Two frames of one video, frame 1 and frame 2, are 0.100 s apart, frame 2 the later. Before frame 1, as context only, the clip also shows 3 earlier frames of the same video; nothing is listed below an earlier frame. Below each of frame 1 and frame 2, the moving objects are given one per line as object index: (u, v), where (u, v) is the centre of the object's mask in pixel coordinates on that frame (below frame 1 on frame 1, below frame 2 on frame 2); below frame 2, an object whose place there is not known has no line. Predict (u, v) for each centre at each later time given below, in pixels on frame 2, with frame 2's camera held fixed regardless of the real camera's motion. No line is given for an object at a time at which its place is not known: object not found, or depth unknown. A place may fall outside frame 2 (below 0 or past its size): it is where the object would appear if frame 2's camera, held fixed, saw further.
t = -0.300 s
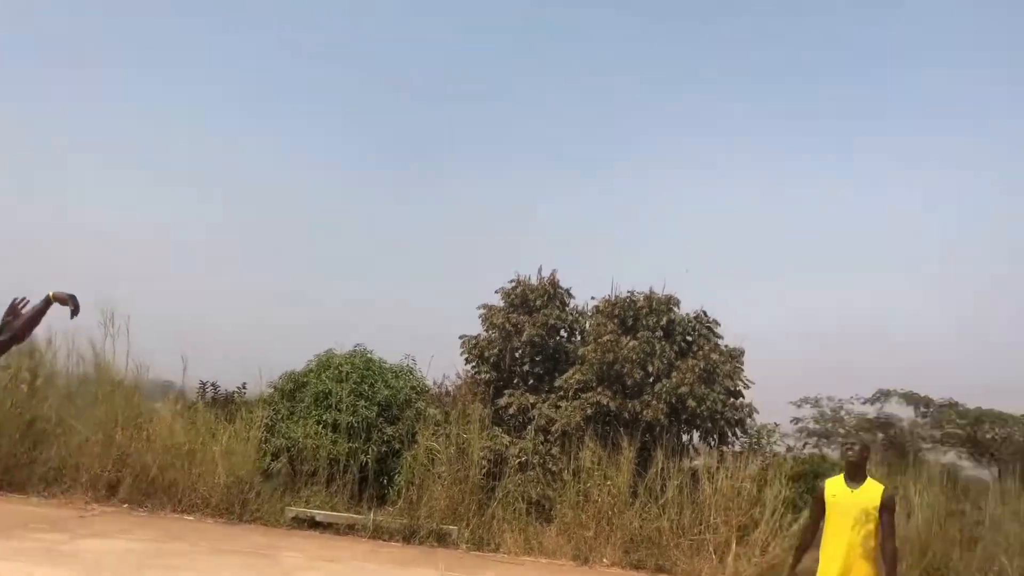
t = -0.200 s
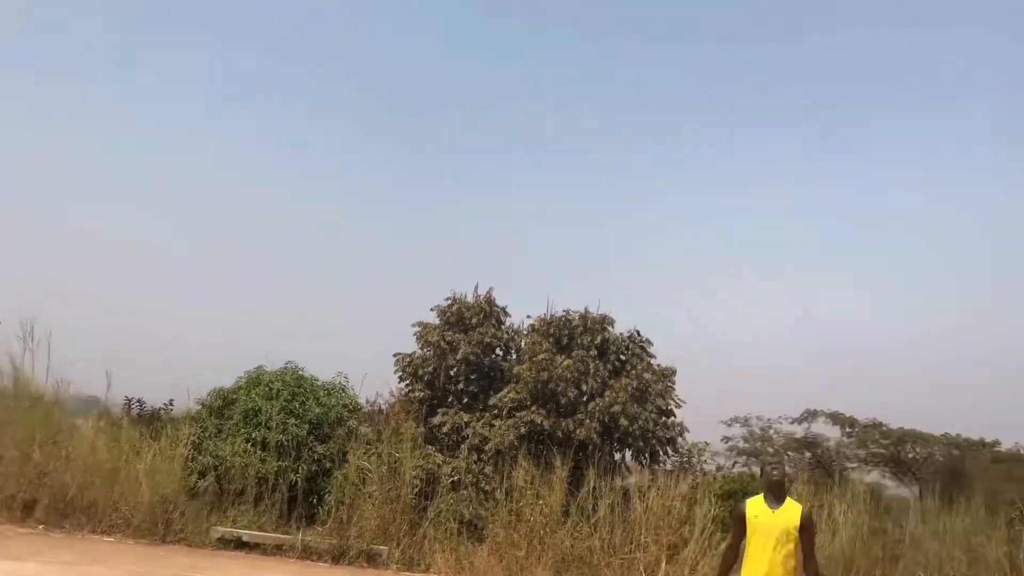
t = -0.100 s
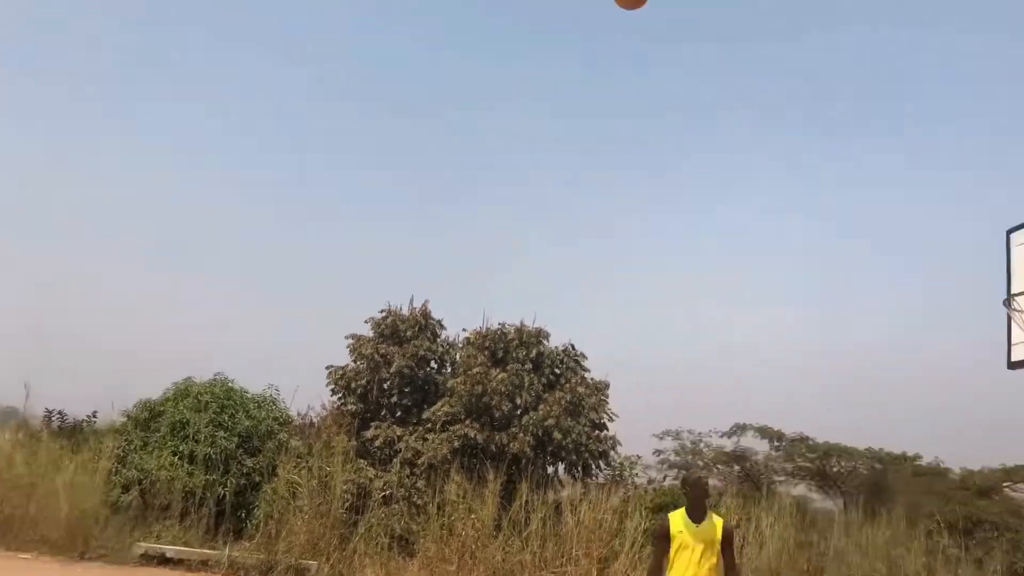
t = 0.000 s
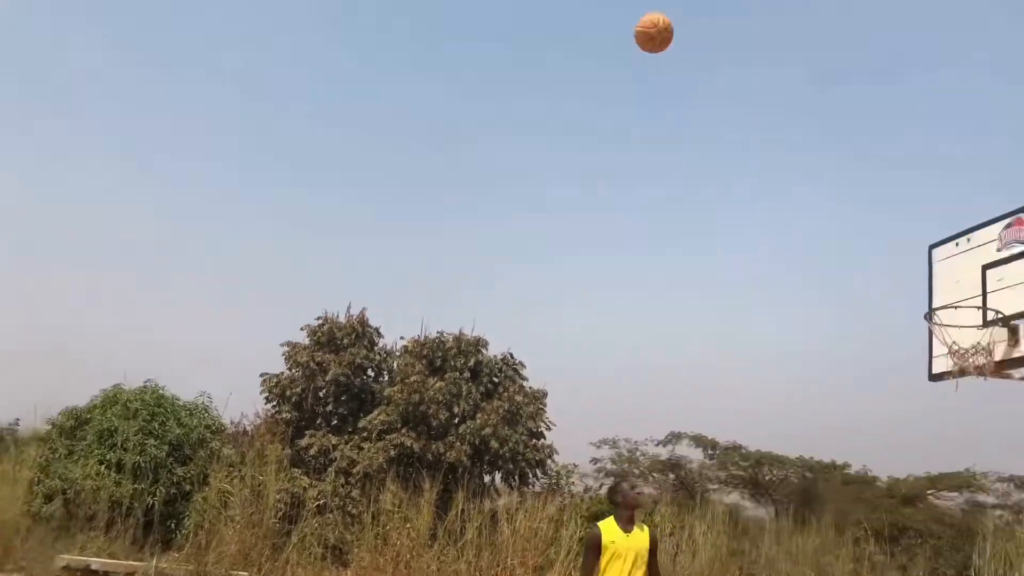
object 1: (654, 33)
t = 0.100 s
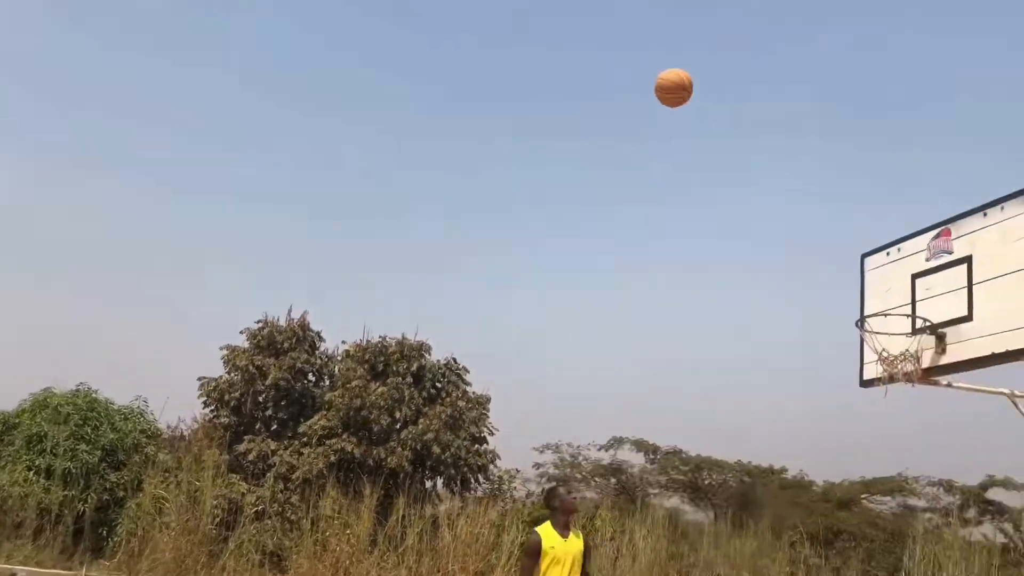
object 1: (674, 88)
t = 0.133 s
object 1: (697, 106)
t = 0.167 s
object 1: (719, 126)
